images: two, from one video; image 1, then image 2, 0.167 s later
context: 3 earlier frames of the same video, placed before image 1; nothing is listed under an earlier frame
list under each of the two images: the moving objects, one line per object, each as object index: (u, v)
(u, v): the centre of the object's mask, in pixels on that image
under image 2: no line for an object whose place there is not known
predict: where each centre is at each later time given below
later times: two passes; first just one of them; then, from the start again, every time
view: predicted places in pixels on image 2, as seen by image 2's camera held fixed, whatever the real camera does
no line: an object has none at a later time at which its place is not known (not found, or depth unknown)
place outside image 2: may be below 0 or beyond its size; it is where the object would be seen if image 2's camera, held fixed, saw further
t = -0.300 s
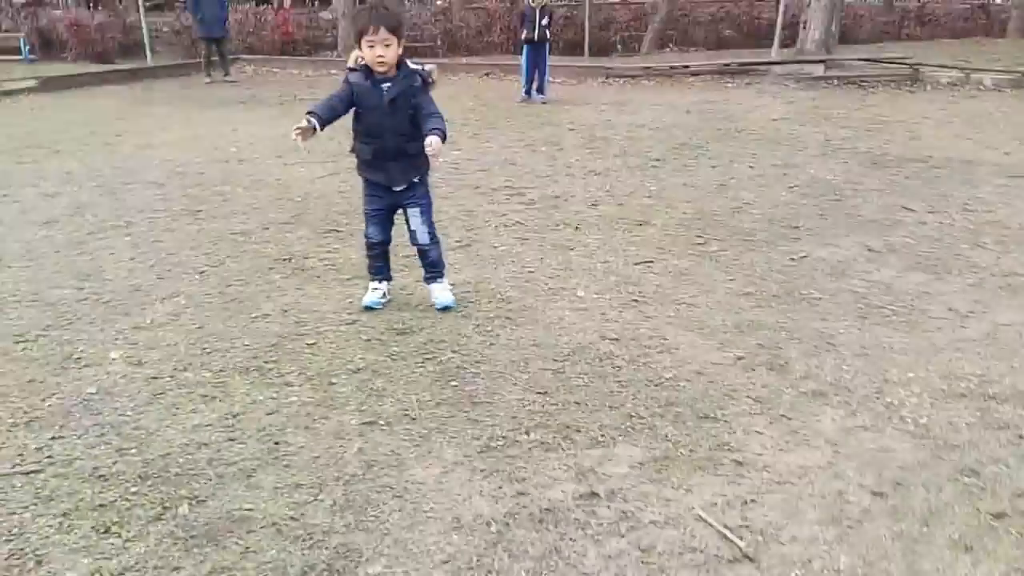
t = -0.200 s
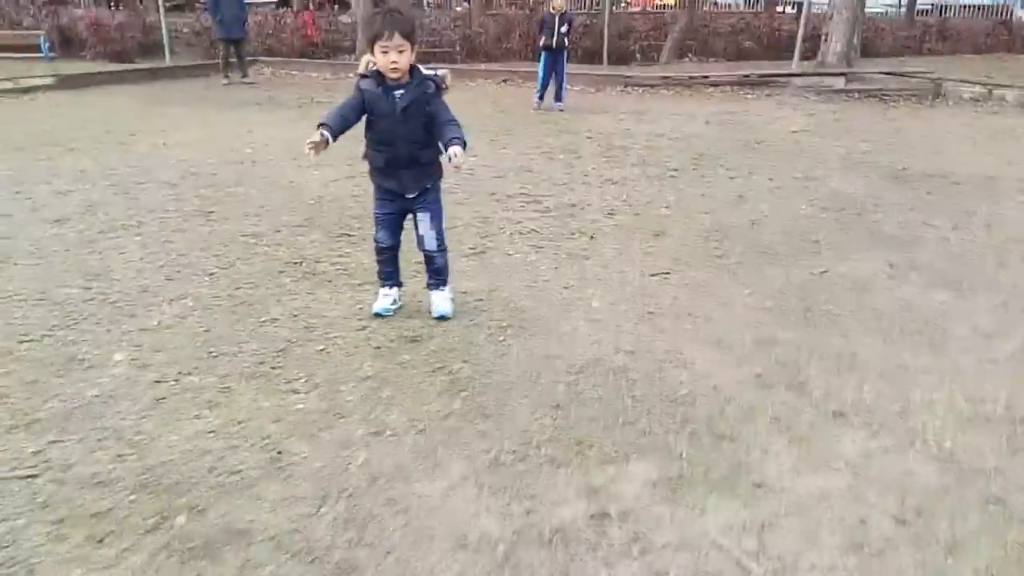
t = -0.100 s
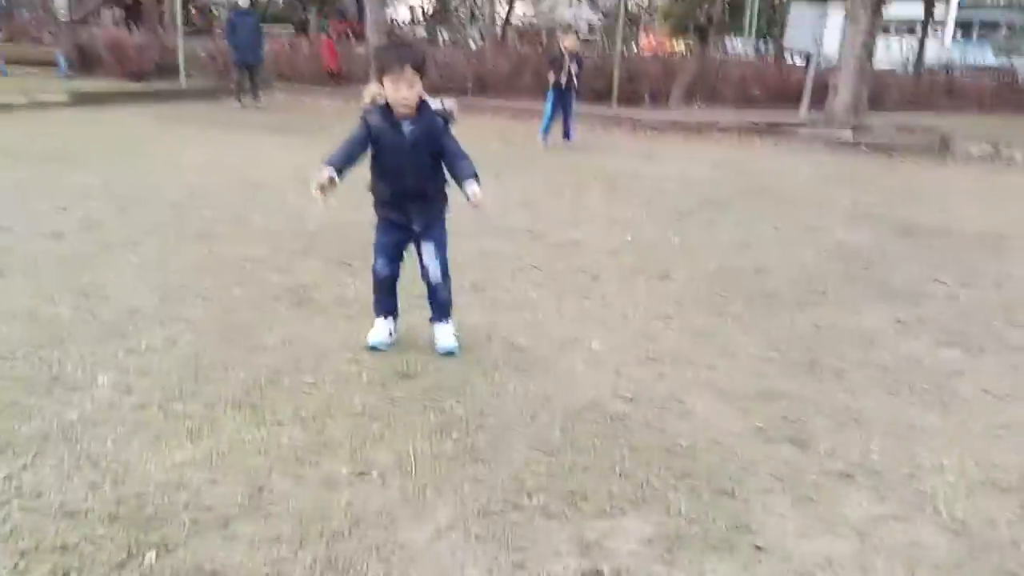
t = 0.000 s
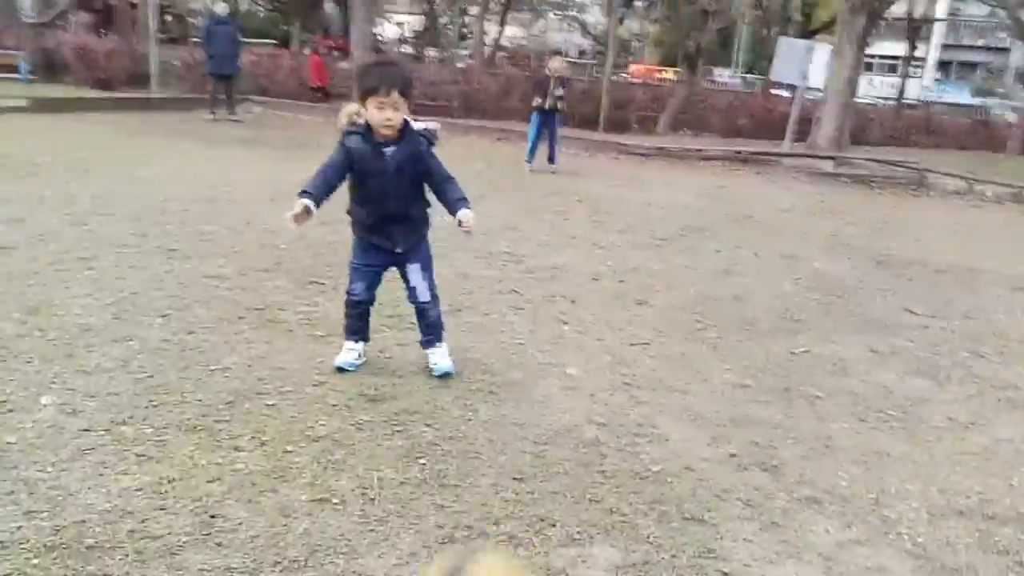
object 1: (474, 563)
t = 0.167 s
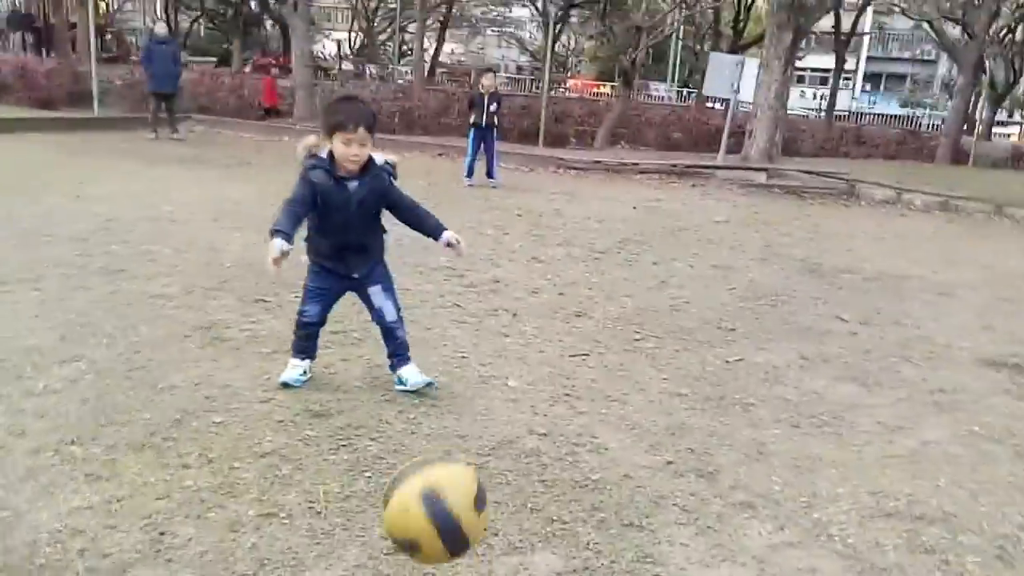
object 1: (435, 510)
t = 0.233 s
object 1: (439, 503)
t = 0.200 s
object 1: (438, 504)
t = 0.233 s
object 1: (439, 503)
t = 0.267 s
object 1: (441, 505)
